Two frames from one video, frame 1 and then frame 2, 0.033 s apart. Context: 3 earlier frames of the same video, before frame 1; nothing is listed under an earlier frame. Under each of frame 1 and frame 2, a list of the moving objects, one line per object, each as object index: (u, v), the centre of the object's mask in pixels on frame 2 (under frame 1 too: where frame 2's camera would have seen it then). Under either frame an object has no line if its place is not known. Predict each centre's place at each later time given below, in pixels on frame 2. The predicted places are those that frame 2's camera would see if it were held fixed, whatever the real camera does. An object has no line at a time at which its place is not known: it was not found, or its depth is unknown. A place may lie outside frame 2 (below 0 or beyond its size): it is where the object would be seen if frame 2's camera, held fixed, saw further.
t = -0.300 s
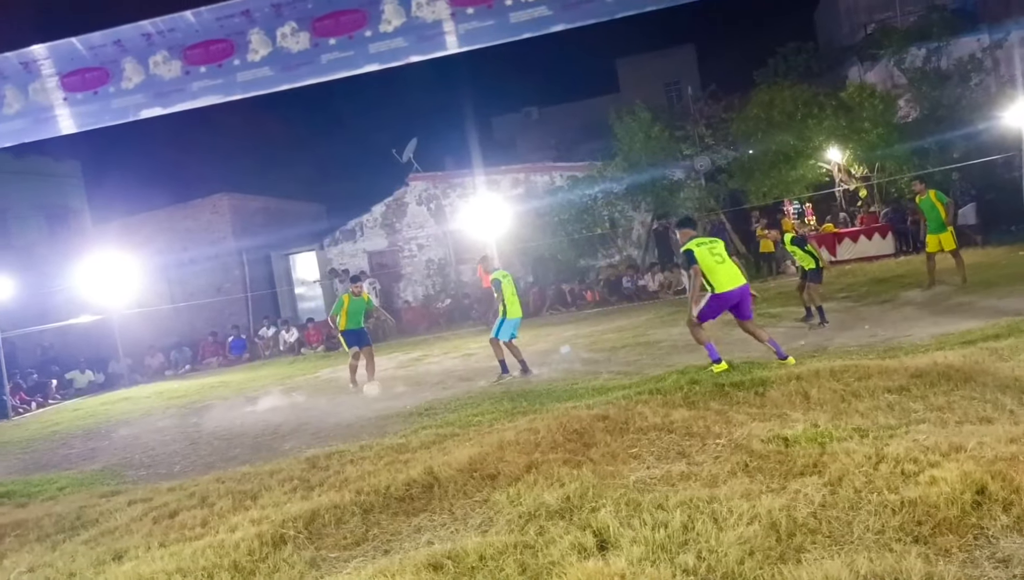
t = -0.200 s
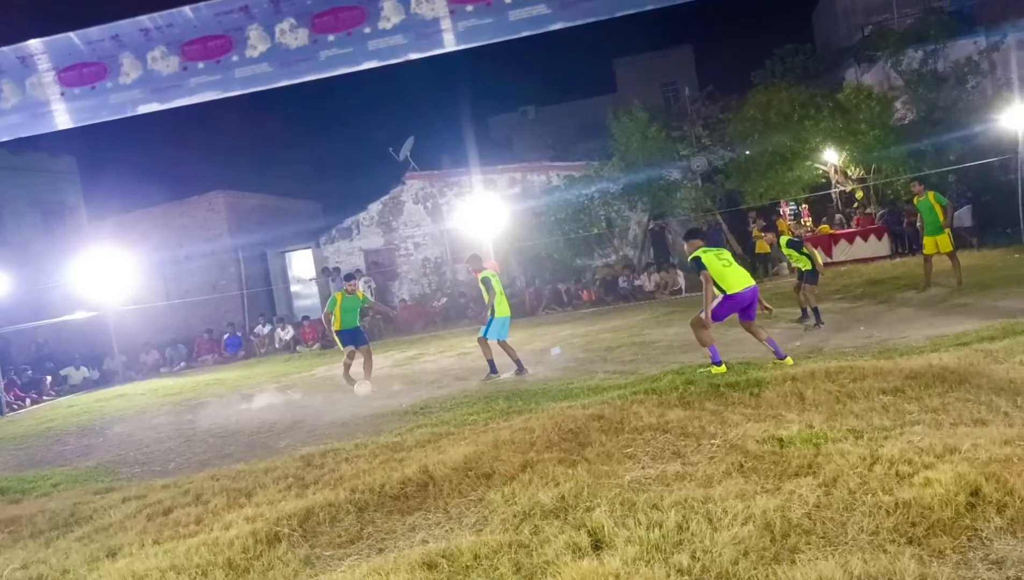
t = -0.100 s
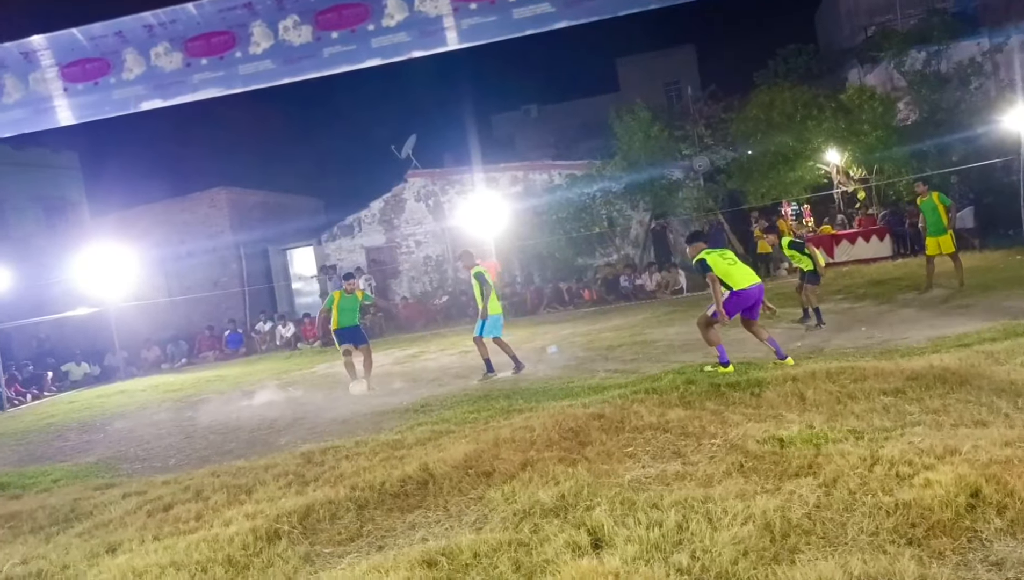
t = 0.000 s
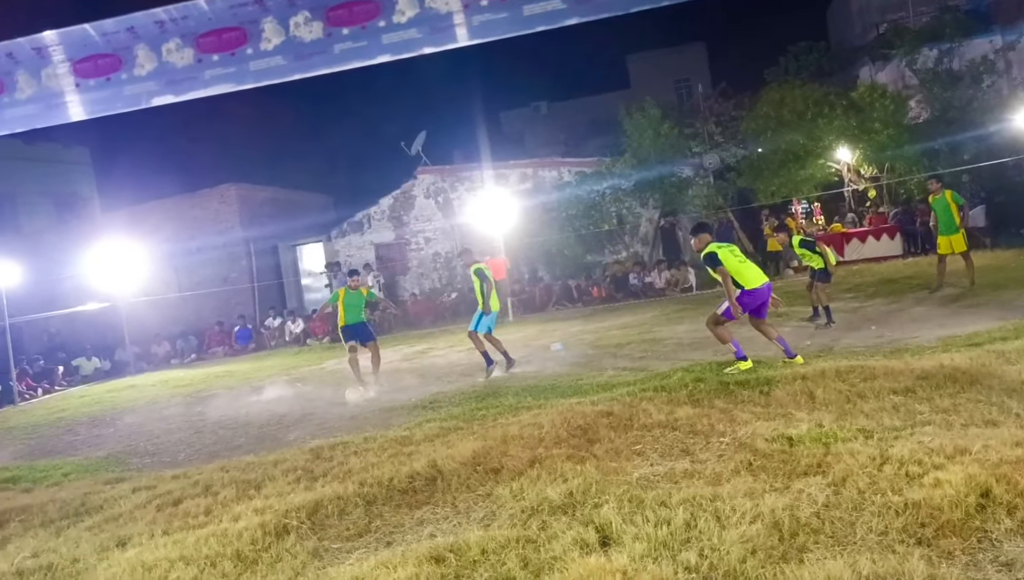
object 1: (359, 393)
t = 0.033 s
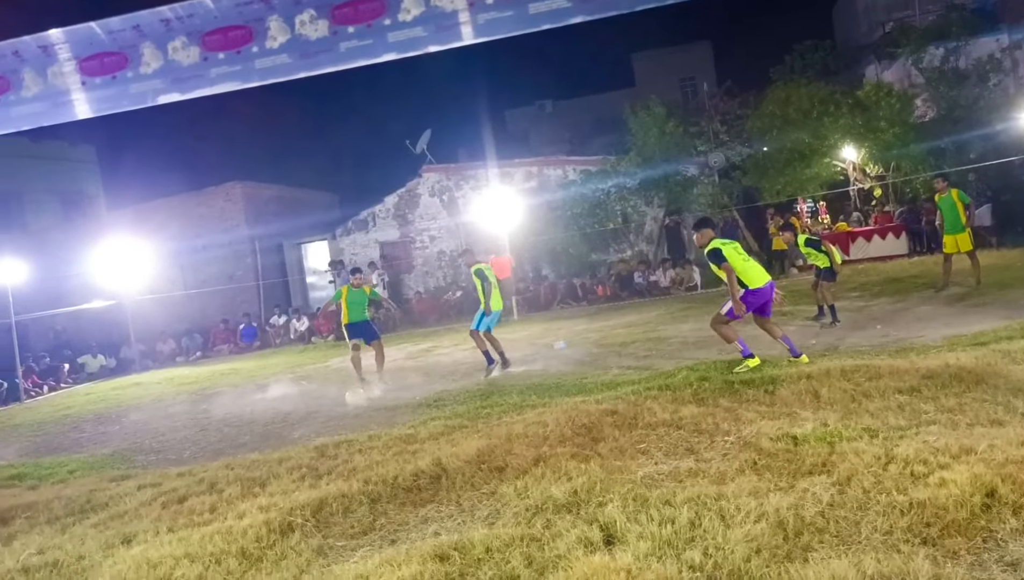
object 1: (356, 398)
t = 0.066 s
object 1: (350, 401)
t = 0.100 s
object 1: (346, 405)
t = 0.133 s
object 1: (342, 409)
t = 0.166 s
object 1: (336, 414)
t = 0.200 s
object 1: (331, 418)
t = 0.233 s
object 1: (327, 422)
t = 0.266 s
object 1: (321, 427)
